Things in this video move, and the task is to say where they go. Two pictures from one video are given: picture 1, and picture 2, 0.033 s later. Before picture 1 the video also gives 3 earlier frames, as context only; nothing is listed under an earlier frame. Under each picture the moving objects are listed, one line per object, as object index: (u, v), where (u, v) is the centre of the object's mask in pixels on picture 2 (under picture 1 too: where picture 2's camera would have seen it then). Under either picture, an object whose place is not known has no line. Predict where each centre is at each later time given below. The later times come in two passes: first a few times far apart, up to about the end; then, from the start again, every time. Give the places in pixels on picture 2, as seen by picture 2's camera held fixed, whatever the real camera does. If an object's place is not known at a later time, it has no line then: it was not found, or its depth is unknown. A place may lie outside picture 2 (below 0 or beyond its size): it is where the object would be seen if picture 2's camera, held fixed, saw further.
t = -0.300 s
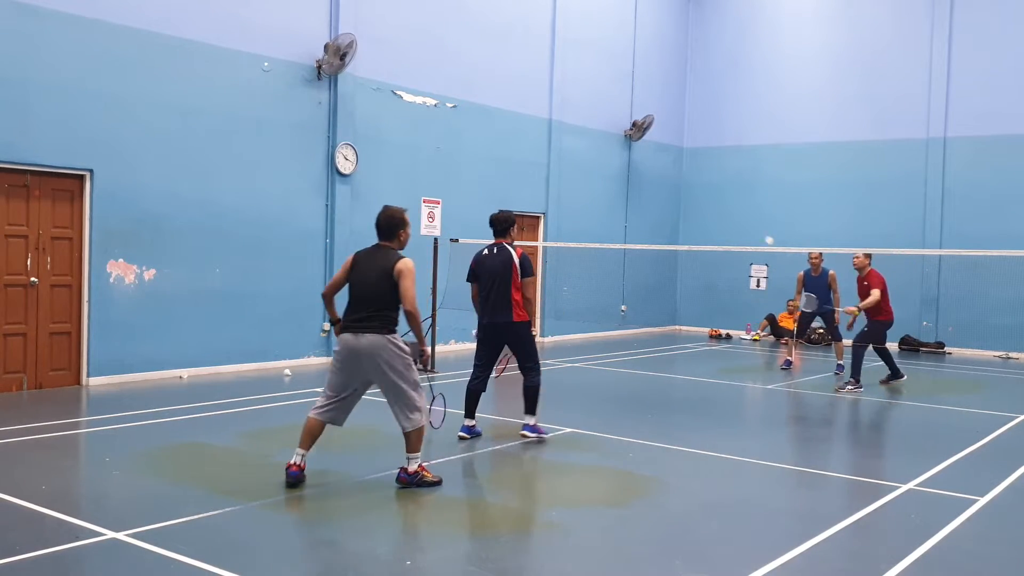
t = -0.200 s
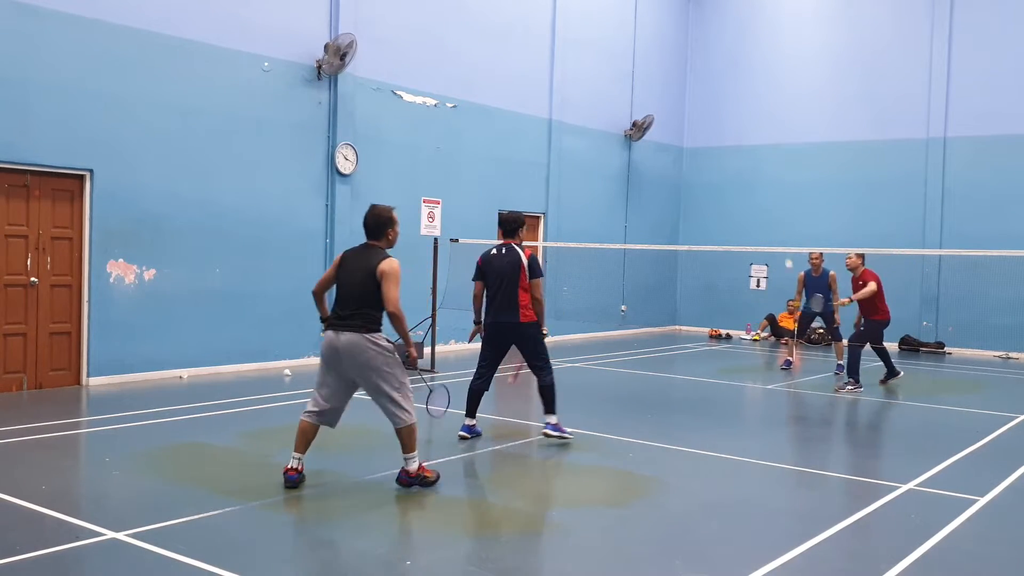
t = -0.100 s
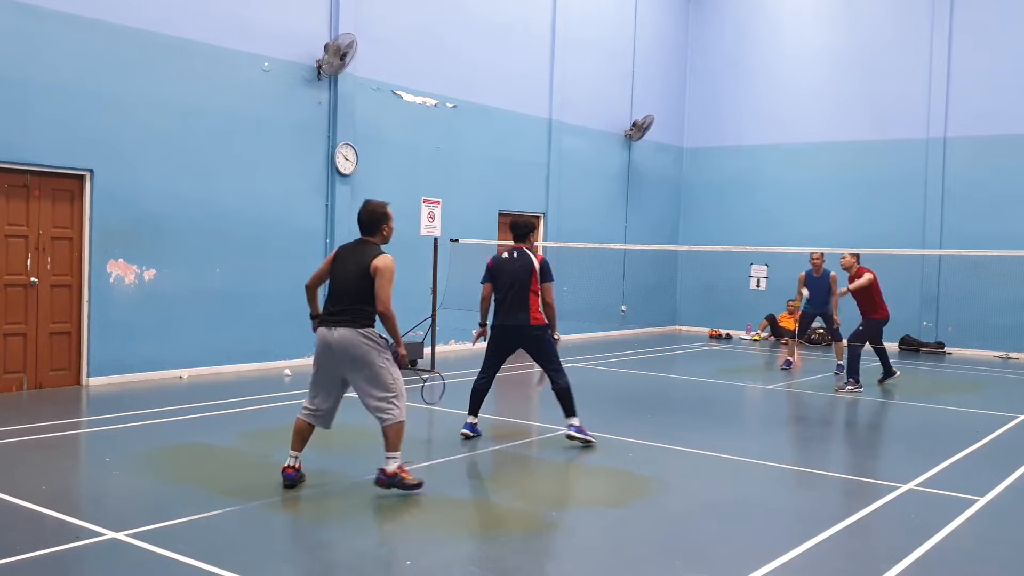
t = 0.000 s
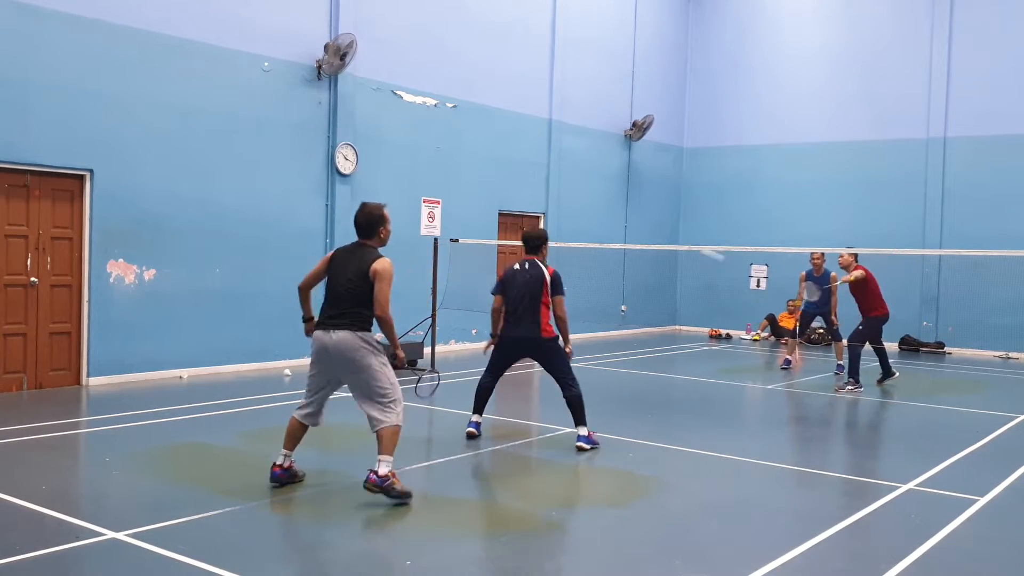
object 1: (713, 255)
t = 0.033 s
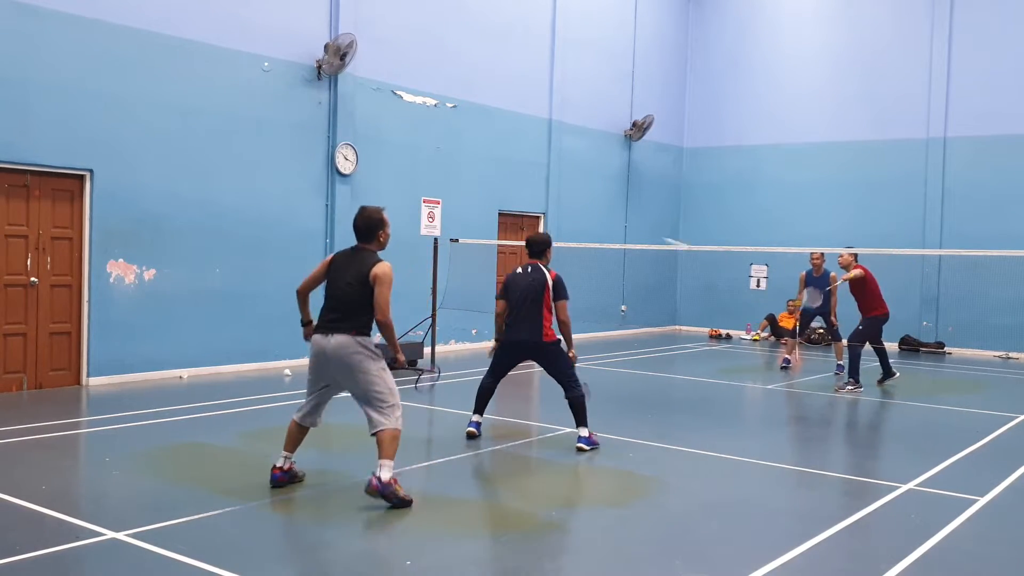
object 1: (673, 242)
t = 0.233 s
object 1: (486, 189)
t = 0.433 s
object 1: (321, 184)
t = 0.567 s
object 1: (218, 208)
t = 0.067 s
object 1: (639, 230)
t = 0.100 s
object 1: (607, 219)
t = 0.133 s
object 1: (576, 210)
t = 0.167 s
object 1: (544, 201)
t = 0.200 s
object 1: (515, 194)
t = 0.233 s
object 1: (486, 189)
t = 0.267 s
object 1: (458, 186)
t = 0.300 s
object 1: (429, 183)
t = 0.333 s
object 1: (402, 181)
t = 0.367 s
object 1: (374, 181)
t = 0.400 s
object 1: (346, 182)
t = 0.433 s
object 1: (321, 184)
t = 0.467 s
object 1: (296, 188)
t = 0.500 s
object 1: (270, 193)
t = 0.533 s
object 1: (244, 200)
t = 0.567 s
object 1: (218, 208)
